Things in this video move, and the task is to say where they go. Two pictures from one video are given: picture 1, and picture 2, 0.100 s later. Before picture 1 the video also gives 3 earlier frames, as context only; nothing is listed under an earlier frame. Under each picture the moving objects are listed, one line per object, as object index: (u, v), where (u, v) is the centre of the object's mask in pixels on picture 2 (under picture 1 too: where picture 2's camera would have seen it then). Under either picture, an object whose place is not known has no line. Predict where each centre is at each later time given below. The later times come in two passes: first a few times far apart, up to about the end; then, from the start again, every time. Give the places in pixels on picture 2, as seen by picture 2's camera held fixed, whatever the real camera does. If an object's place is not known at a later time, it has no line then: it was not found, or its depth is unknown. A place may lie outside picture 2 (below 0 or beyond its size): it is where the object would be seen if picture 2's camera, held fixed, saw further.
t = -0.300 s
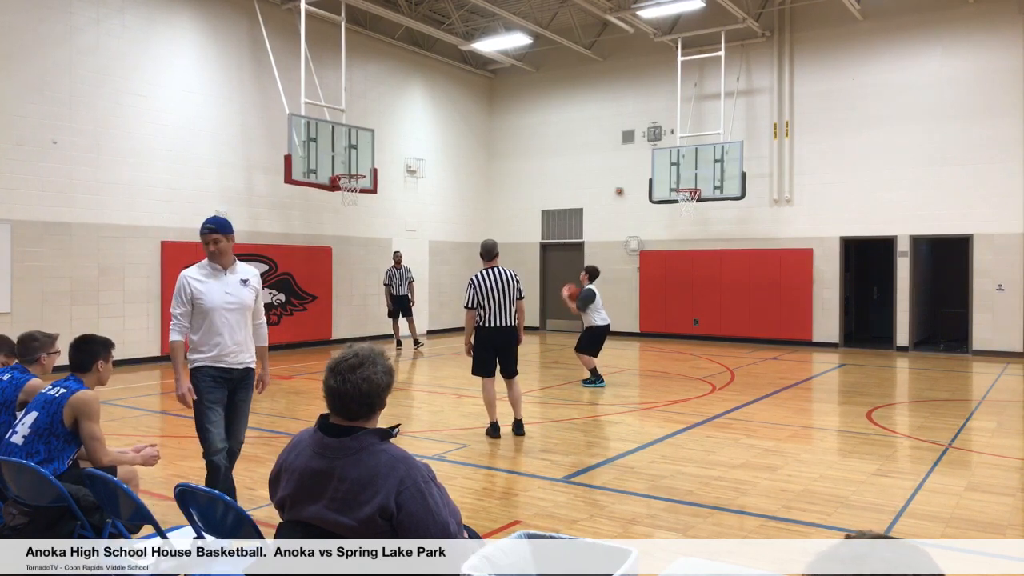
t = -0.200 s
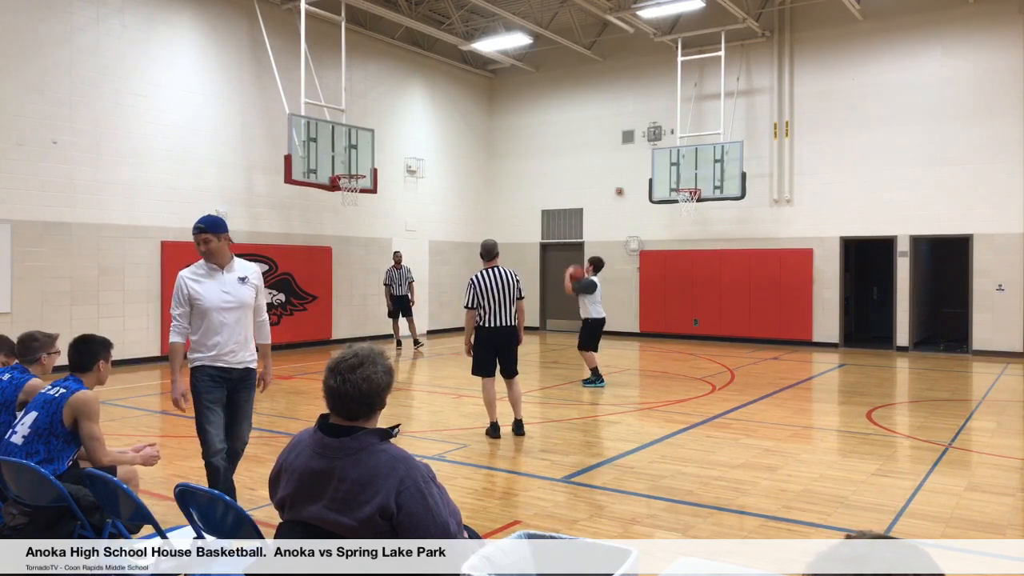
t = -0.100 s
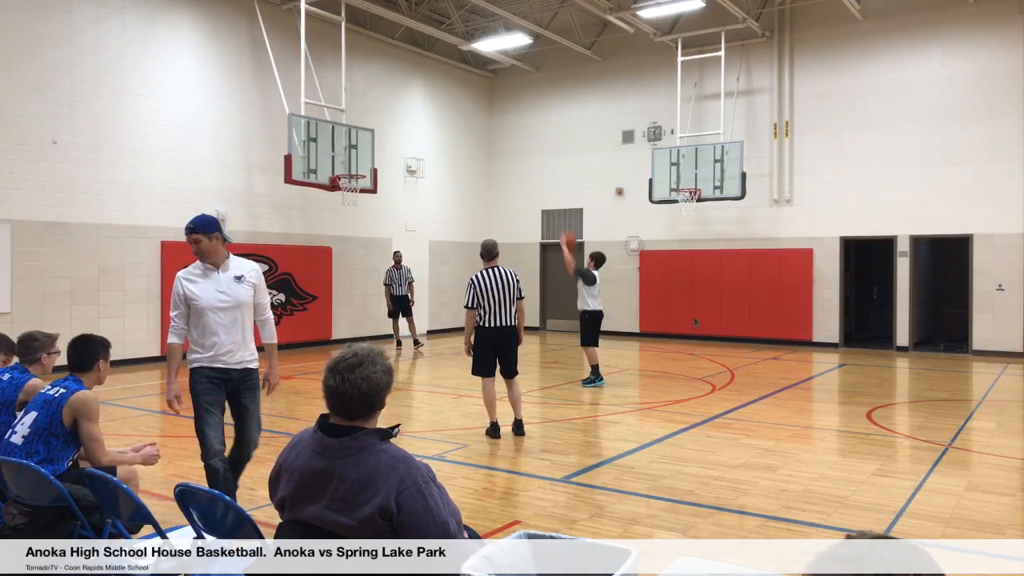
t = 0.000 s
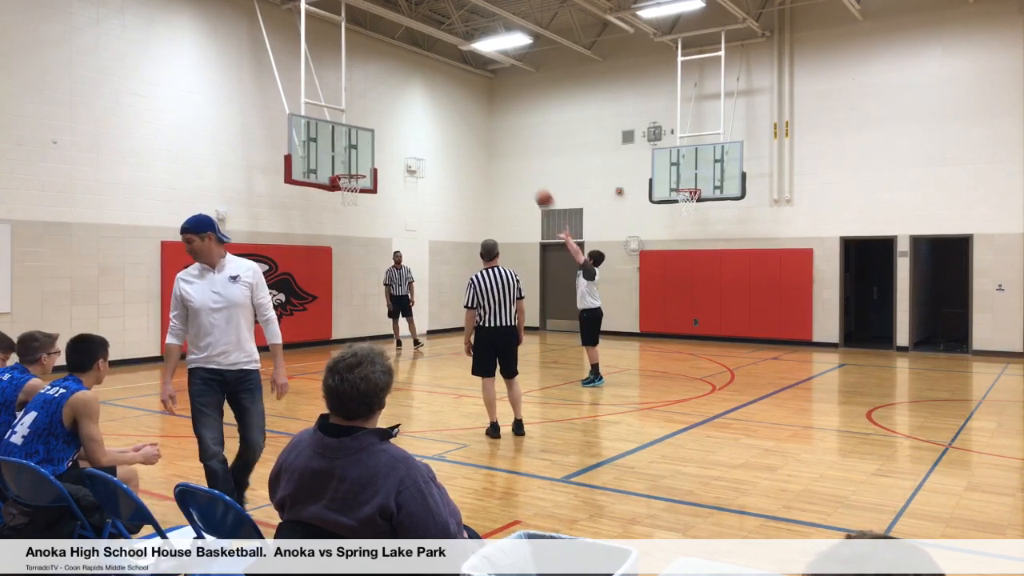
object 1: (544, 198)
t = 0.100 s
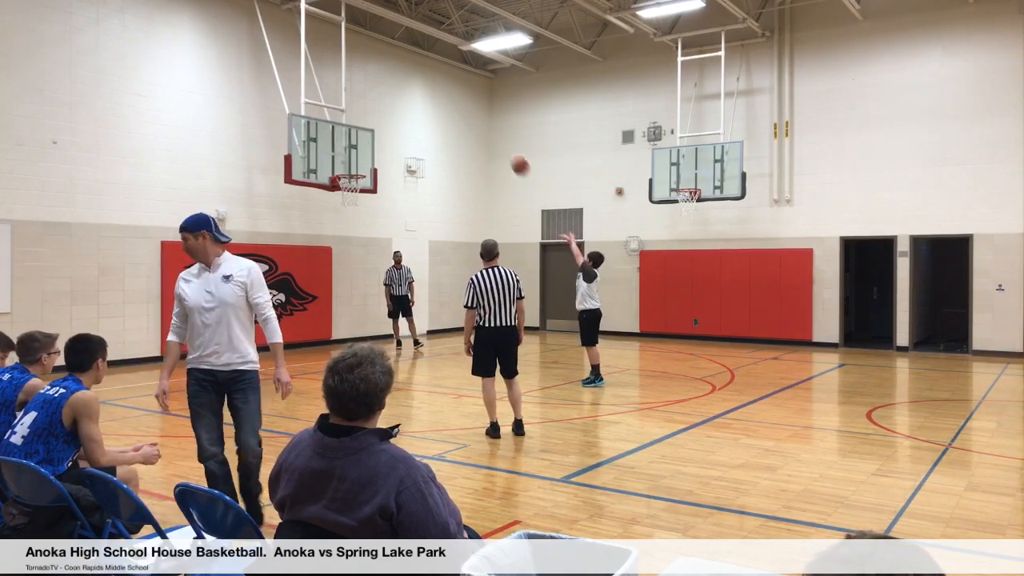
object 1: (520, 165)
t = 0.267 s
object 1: (482, 127)
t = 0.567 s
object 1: (419, 109)
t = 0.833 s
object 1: (370, 140)
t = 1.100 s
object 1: (352, 151)
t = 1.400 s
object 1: (369, 132)
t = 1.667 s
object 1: (385, 167)
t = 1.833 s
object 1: (396, 217)
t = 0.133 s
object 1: (512, 156)
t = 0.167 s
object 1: (504, 148)
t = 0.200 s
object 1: (496, 140)
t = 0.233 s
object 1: (489, 133)
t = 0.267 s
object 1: (482, 127)
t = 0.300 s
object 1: (474, 122)
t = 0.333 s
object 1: (467, 117)
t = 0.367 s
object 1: (460, 114)
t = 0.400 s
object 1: (453, 111)
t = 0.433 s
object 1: (446, 109)
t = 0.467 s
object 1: (439, 108)
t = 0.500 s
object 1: (432, 107)
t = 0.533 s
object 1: (426, 108)
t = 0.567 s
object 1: (419, 109)
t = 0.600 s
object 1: (413, 110)
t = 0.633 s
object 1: (406, 112)
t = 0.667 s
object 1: (400, 115)
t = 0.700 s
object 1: (394, 119)
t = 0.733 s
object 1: (388, 123)
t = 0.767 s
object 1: (382, 128)
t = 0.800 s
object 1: (376, 134)
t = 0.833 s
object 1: (370, 140)
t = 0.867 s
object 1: (364, 147)
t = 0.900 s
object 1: (359, 154)
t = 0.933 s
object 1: (354, 161)
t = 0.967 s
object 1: (348, 170)
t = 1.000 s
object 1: (347, 168)
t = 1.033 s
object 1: (349, 161)
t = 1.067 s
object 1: (351, 155)
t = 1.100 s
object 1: (352, 151)
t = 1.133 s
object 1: (354, 146)
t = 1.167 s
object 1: (356, 142)
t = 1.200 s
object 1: (357, 139)
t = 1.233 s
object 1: (359, 136)
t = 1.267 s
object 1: (361, 134)
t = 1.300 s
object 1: (363, 132)
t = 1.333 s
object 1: (365, 131)
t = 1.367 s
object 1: (367, 132)
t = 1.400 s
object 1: (369, 132)
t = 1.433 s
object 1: (371, 134)
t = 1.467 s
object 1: (373, 136)
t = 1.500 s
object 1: (375, 139)
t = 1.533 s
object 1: (377, 143)
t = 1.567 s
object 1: (379, 148)
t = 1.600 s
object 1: (381, 153)
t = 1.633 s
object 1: (383, 160)
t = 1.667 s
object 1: (385, 167)
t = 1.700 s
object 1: (387, 175)
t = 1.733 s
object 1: (389, 184)
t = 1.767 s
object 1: (392, 194)
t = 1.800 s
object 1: (394, 205)
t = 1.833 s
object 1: (396, 217)
